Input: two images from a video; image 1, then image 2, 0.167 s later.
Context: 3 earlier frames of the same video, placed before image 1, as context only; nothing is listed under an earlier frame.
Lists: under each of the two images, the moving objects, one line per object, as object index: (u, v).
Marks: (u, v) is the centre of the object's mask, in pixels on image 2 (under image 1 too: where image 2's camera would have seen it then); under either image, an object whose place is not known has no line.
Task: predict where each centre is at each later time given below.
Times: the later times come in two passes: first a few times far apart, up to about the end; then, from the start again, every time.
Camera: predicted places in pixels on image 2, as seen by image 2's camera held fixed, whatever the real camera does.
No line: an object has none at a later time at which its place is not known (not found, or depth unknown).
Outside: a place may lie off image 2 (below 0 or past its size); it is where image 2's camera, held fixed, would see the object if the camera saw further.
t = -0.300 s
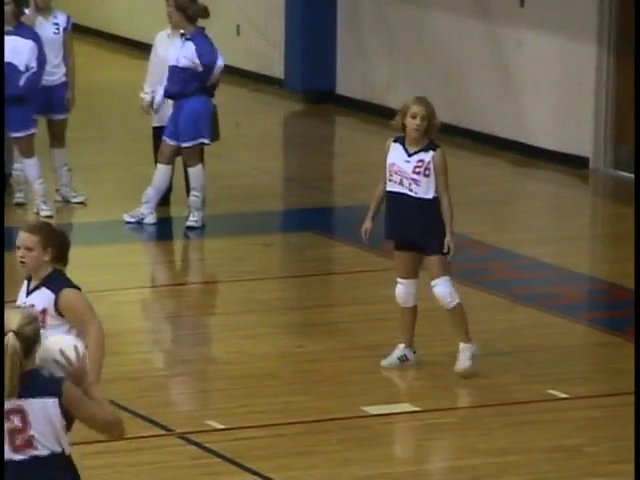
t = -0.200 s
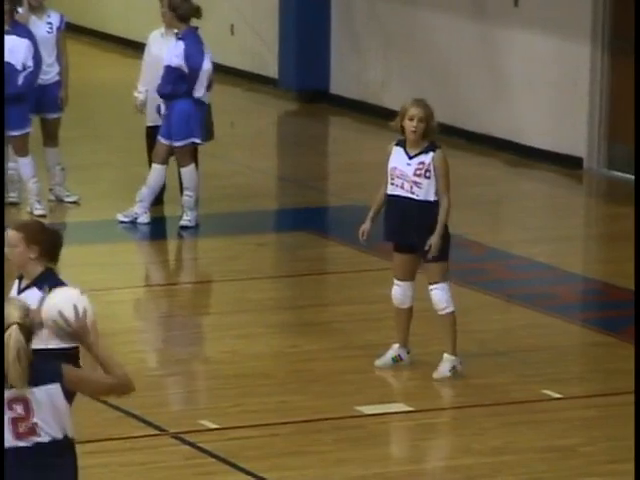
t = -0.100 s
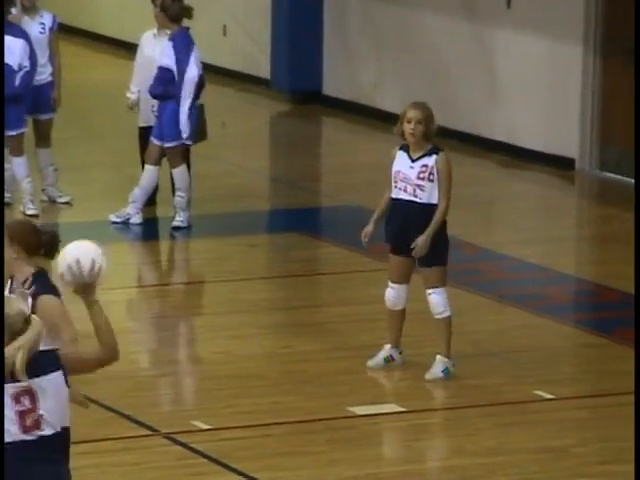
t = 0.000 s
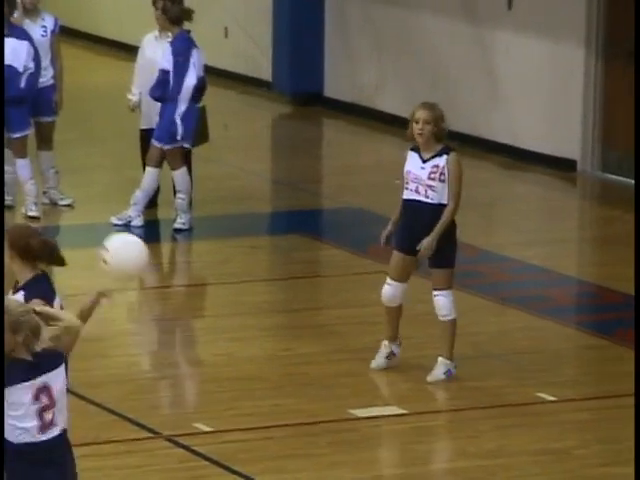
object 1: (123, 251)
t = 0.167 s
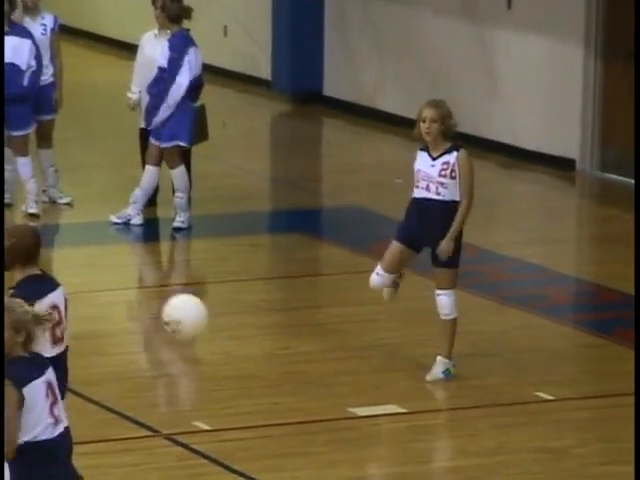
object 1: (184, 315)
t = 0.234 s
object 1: (206, 349)
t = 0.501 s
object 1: (272, 402)
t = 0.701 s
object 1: (315, 277)
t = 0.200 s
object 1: (195, 331)
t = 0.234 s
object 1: (206, 349)
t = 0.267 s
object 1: (216, 369)
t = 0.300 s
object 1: (225, 392)
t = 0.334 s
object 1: (234, 415)
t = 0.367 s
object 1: (242, 439)
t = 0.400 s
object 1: (251, 463)
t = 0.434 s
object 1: (259, 462)
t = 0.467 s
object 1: (265, 431)
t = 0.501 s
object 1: (272, 402)
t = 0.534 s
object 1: (279, 376)
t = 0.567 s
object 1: (287, 351)
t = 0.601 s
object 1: (295, 329)
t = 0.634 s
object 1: (302, 309)
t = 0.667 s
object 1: (309, 291)
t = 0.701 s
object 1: (315, 277)
